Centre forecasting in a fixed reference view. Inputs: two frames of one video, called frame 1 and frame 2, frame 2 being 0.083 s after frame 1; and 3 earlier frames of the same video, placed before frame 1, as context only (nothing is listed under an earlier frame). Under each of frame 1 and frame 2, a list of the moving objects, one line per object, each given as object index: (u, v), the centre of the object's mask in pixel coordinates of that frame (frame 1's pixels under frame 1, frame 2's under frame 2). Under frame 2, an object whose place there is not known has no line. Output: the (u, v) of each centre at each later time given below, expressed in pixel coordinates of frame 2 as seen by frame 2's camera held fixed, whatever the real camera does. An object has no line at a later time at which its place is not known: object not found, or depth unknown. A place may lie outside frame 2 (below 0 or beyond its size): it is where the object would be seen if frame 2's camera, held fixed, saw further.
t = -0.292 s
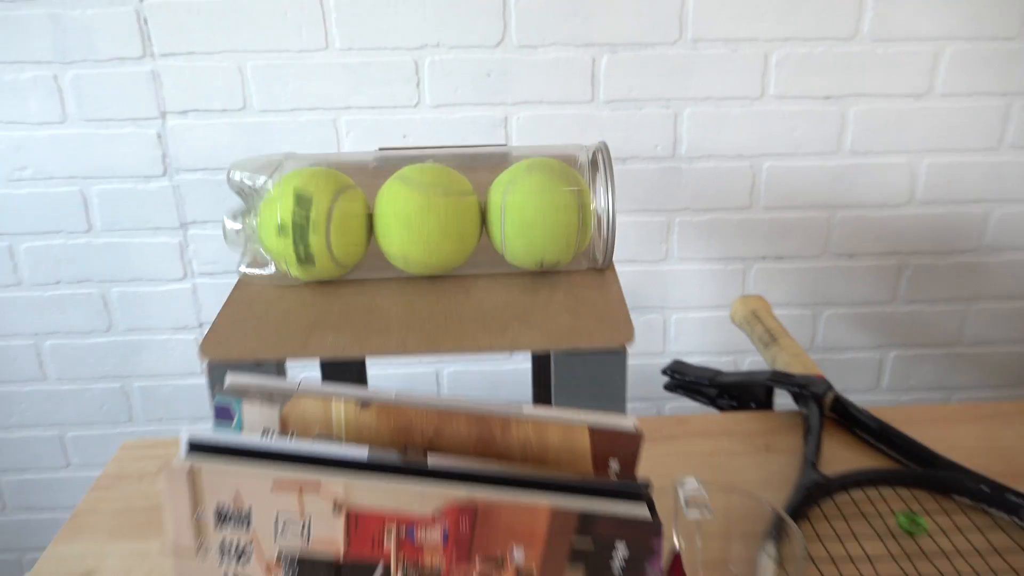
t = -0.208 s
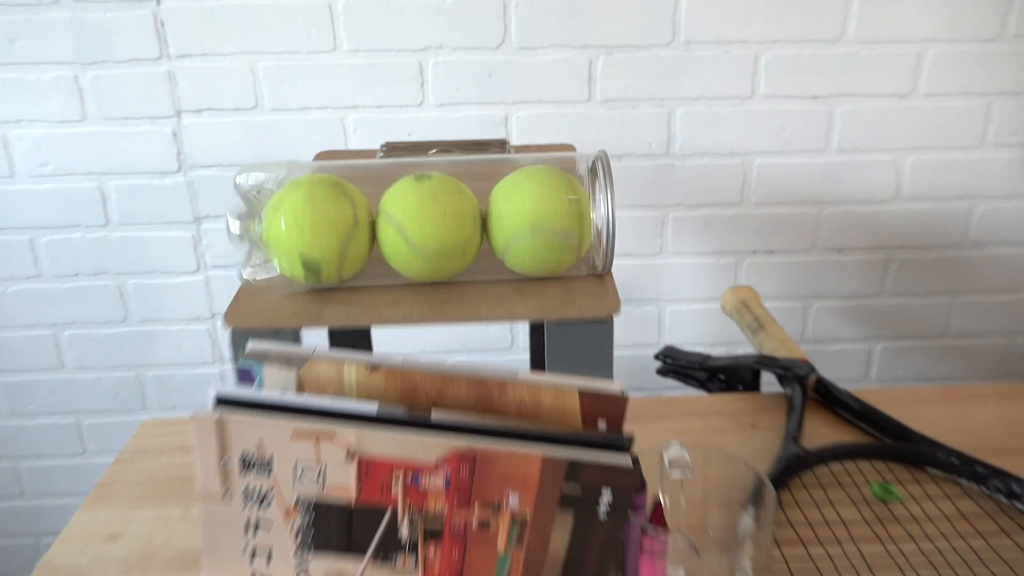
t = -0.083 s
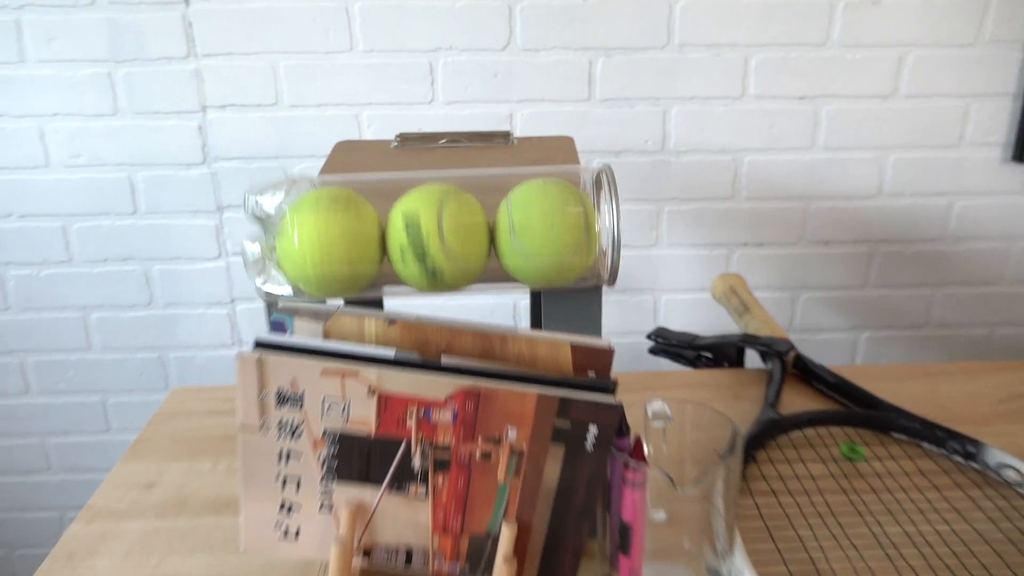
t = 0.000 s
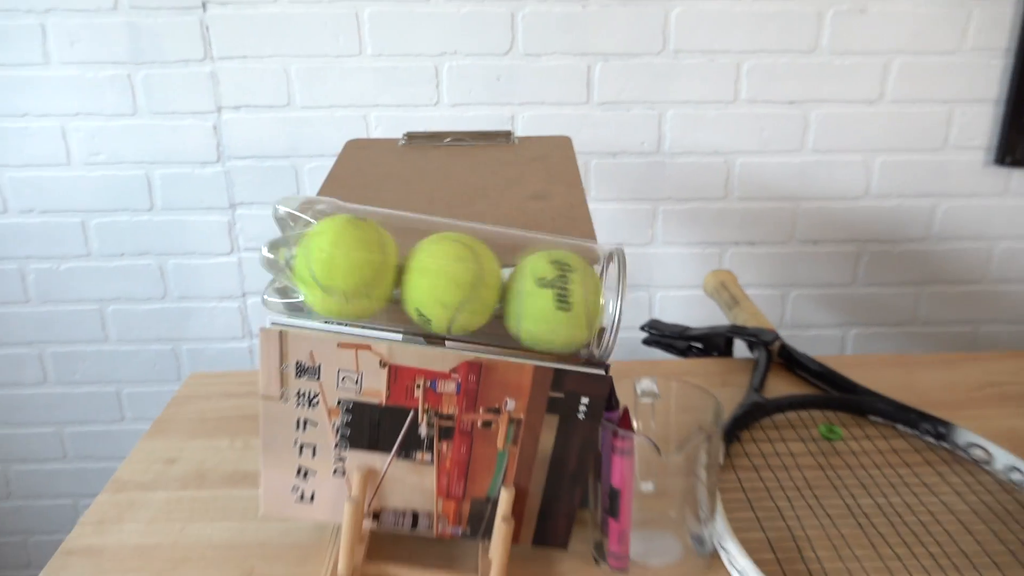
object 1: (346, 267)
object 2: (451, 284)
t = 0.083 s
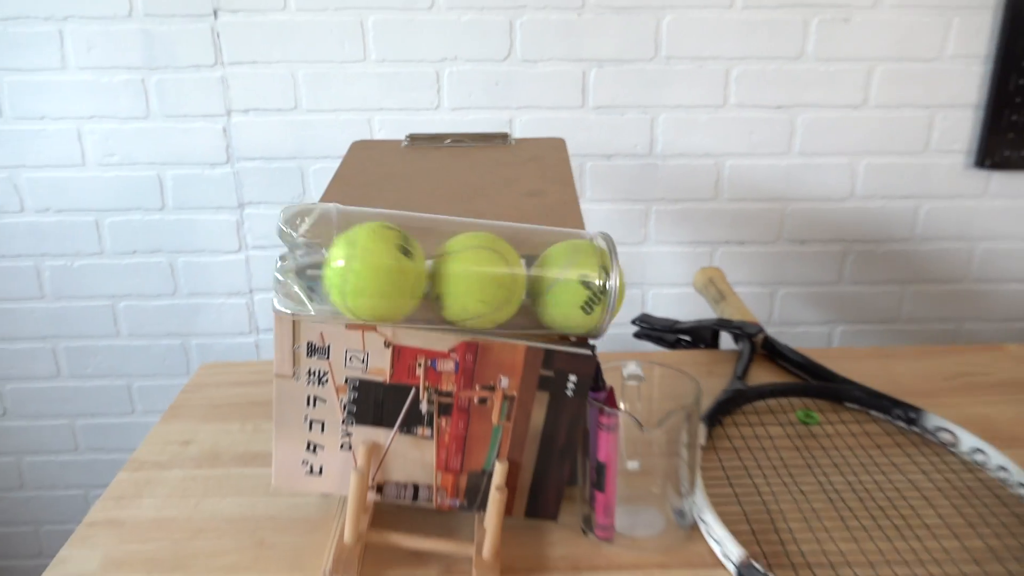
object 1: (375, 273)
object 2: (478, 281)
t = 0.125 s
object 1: (390, 282)
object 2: (495, 286)
